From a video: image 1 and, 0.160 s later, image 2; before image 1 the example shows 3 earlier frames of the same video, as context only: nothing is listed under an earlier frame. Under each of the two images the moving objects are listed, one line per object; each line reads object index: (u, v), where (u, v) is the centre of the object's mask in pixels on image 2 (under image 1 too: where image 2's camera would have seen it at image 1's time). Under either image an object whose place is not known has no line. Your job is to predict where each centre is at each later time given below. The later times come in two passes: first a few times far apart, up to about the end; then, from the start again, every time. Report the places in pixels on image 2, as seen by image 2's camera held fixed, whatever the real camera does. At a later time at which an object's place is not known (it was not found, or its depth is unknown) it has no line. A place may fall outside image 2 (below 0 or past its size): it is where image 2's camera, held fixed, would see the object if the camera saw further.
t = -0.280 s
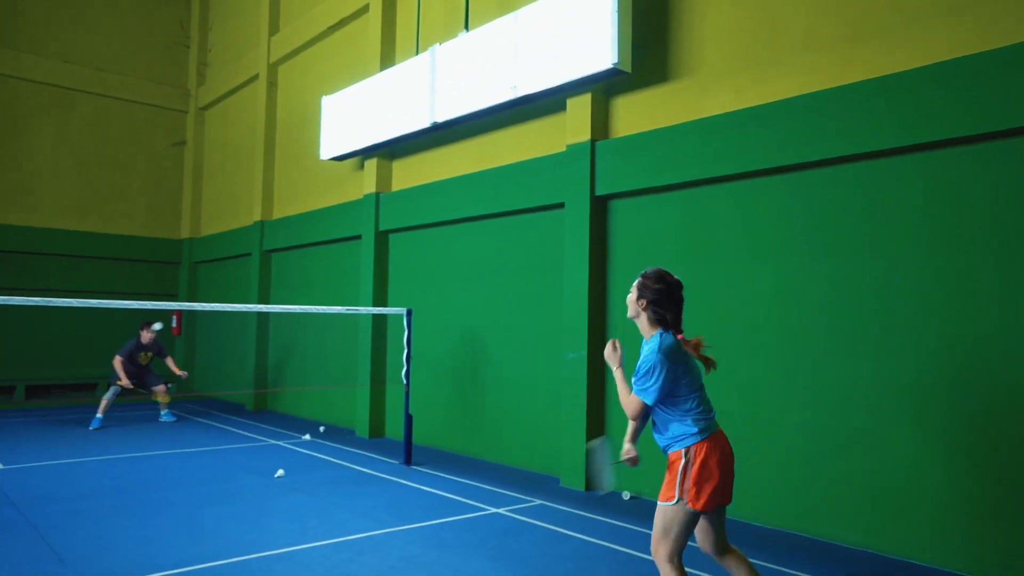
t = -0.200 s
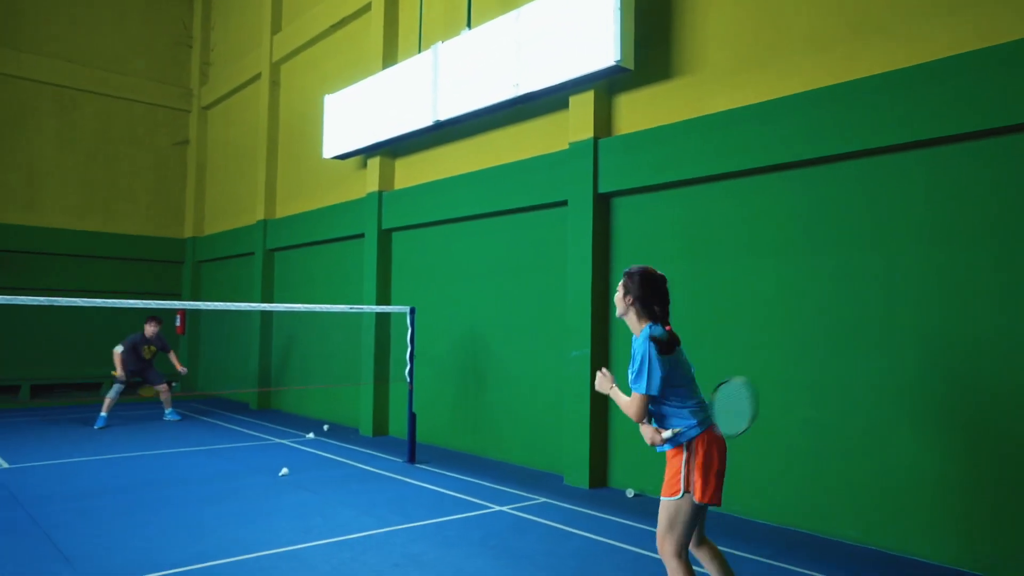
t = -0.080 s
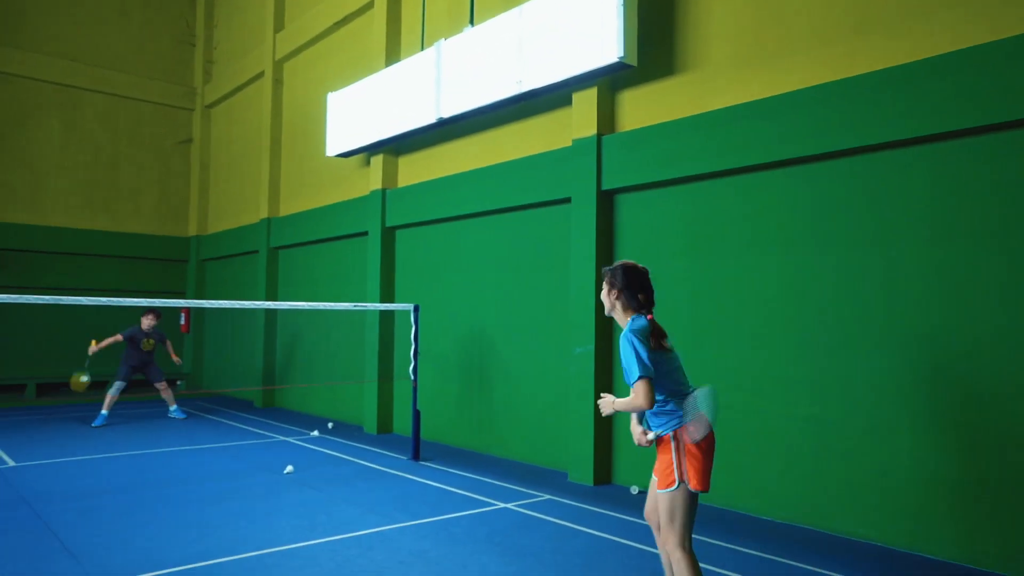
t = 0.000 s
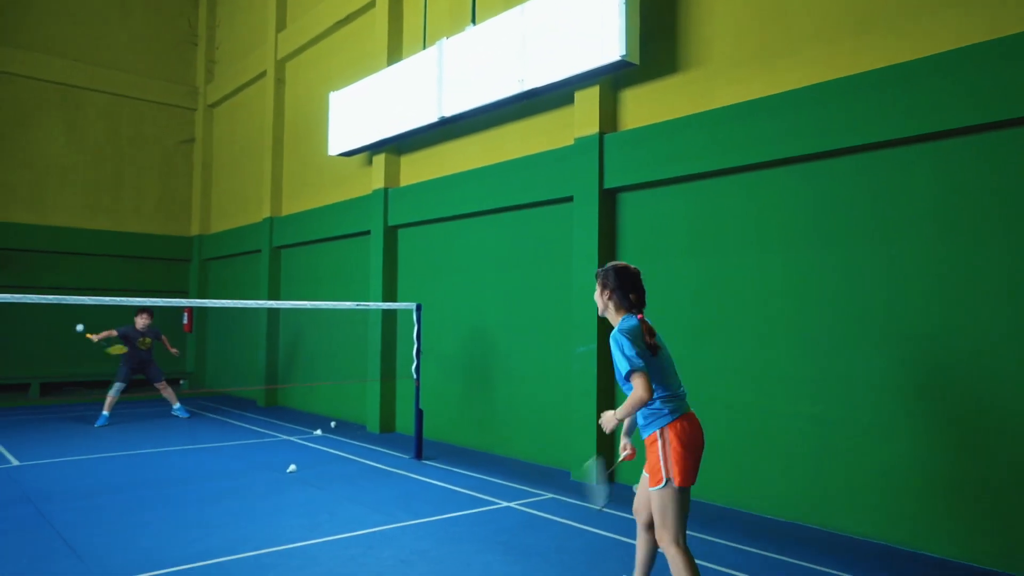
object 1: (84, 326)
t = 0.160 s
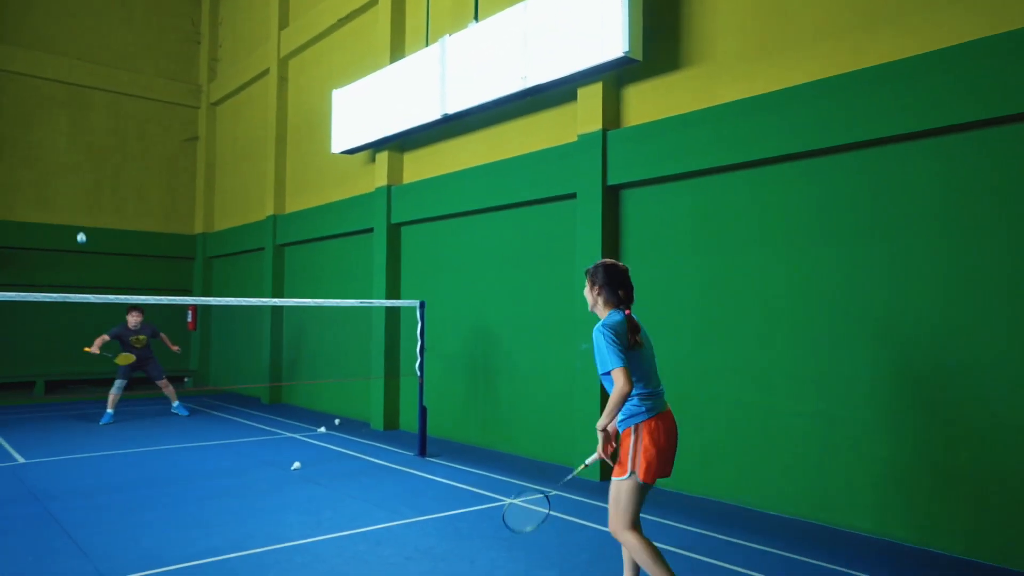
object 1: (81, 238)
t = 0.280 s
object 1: (78, 191)
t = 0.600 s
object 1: (61, 136)
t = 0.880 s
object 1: (32, 210)
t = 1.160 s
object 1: (-10, 437)
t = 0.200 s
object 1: (80, 221)
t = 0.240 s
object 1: (79, 205)
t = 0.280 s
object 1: (78, 191)
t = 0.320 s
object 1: (77, 178)
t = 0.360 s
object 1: (76, 167)
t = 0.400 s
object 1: (74, 157)
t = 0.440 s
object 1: (73, 149)
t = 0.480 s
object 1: (70, 143)
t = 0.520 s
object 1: (67, 138)
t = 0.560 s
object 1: (65, 136)
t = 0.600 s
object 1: (61, 136)
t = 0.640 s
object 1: (58, 139)
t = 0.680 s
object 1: (54, 143)
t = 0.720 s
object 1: (50, 151)
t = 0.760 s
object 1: (46, 162)
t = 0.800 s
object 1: (41, 175)
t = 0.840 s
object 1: (37, 191)
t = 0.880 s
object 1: (32, 210)
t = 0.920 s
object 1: (27, 233)
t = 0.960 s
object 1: (20, 258)
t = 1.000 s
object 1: (15, 286)
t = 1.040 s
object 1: (9, 320)
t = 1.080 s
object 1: (4, 355)
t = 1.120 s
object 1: (-3, 395)
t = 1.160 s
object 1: (-10, 437)
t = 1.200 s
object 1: (-15, 483)
